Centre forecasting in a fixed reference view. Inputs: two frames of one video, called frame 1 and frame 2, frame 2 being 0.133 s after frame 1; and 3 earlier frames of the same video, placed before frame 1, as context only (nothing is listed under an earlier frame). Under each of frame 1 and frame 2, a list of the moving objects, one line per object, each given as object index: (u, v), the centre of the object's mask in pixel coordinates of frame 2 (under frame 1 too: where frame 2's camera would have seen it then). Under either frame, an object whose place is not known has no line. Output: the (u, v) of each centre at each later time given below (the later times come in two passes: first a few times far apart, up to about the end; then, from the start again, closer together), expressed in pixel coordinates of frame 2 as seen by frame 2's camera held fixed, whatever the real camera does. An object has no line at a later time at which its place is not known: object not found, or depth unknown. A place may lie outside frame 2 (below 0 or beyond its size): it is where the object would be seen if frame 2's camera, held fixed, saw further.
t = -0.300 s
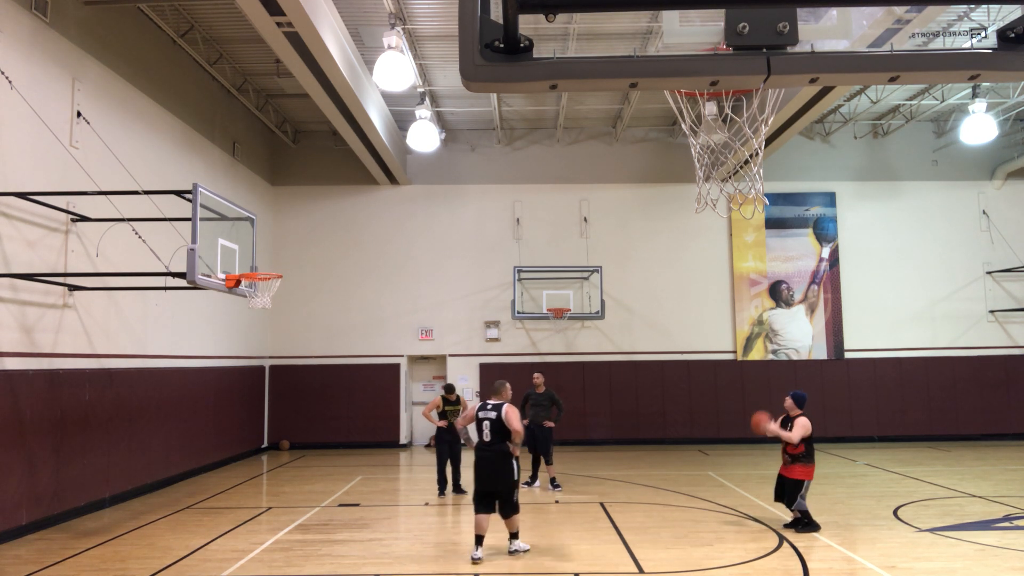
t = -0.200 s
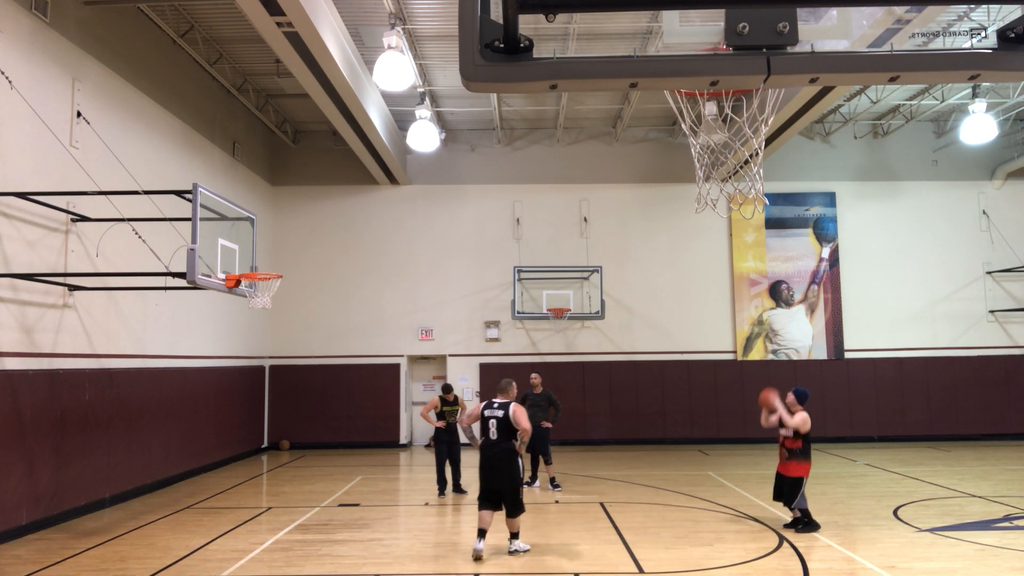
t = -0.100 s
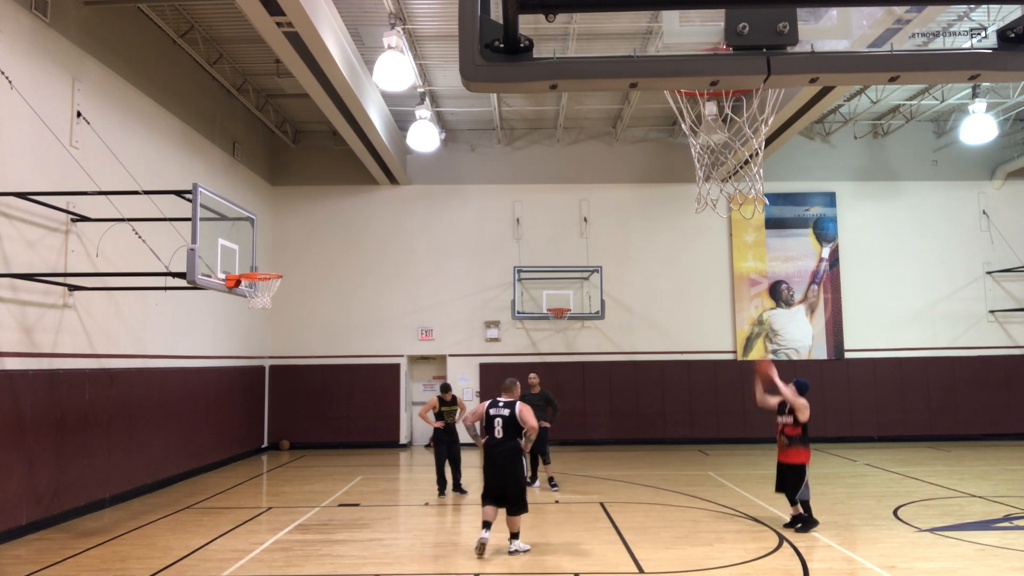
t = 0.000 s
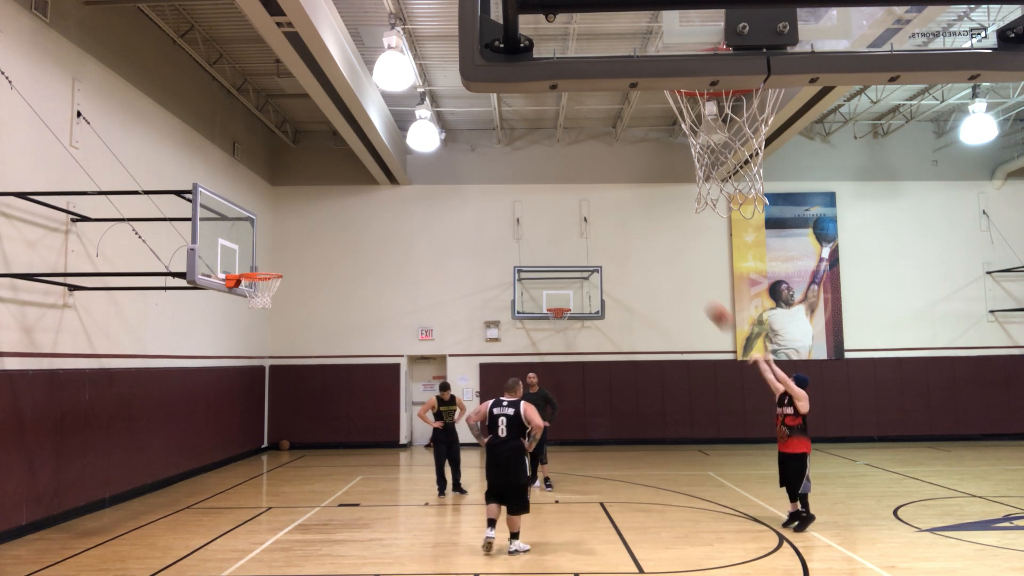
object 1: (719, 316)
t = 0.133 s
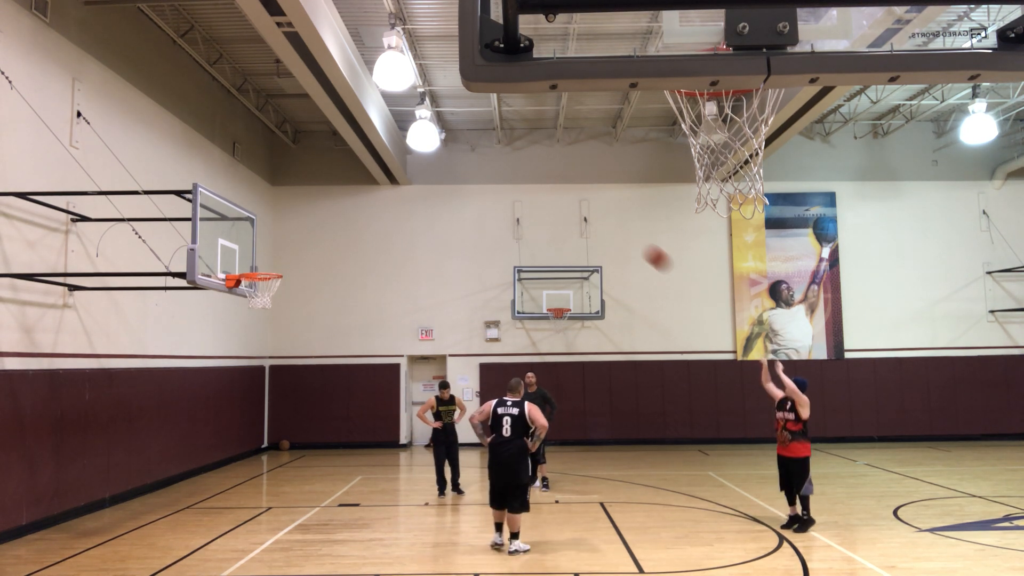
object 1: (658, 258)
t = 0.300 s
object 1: (583, 207)
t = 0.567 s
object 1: (469, 176)
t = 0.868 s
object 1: (350, 206)
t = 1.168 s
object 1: (250, 294)
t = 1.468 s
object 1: (268, 327)
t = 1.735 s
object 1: (287, 419)
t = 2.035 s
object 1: (312, 502)
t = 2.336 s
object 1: (349, 425)
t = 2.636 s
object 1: (383, 432)
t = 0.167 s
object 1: (642, 245)
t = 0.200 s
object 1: (627, 235)
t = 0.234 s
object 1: (612, 225)
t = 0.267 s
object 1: (598, 216)
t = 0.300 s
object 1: (583, 207)
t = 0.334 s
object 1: (568, 200)
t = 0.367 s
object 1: (554, 195)
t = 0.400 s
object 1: (539, 189)
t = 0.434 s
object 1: (526, 185)
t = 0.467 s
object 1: (511, 181)
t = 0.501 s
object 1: (497, 179)
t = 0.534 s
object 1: (483, 177)
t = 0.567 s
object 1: (469, 176)
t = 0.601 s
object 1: (455, 176)
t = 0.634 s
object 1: (442, 177)
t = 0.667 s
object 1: (429, 179)
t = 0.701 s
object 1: (416, 181)
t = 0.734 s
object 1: (403, 184)
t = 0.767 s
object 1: (389, 189)
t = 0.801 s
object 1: (376, 194)
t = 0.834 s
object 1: (363, 200)
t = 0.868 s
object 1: (350, 206)
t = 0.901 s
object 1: (337, 214)
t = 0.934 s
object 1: (324, 222)
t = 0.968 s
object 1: (311, 231)
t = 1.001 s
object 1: (298, 241)
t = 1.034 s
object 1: (286, 251)
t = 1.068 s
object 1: (273, 263)
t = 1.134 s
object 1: (255, 285)
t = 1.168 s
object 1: (250, 294)
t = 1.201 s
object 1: (249, 297)
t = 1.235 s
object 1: (251, 301)
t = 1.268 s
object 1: (254, 302)
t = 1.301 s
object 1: (256, 303)
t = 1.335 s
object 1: (259, 306)
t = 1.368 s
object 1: (261, 310)
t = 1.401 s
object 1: (263, 315)
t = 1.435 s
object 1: (266, 321)
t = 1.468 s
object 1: (268, 327)
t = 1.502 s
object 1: (270, 335)
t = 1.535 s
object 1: (273, 344)
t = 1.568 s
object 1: (275, 353)
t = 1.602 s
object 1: (278, 367)
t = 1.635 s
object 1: (280, 378)
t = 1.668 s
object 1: (283, 390)
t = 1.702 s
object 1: (285, 404)
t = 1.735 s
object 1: (287, 419)
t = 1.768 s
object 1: (289, 433)
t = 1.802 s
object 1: (291, 448)
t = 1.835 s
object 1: (293, 469)
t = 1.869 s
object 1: (295, 489)
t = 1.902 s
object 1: (296, 509)
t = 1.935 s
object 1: (299, 534)
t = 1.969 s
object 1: (303, 535)
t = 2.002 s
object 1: (308, 518)
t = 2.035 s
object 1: (312, 502)
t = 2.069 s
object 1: (316, 491)
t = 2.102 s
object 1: (321, 478)
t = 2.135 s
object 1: (325, 467)
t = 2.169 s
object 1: (329, 457)
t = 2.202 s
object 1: (333, 448)
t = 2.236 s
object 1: (338, 441)
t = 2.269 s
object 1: (341, 435)
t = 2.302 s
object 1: (345, 430)
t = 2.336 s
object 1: (349, 425)
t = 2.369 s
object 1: (353, 422)
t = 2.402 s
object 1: (357, 420)
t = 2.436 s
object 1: (361, 419)
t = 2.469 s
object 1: (365, 419)
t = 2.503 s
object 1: (368, 419)
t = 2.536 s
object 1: (372, 421)
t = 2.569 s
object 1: (376, 424)
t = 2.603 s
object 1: (380, 428)
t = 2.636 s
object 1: (383, 432)
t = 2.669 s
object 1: (387, 437)
